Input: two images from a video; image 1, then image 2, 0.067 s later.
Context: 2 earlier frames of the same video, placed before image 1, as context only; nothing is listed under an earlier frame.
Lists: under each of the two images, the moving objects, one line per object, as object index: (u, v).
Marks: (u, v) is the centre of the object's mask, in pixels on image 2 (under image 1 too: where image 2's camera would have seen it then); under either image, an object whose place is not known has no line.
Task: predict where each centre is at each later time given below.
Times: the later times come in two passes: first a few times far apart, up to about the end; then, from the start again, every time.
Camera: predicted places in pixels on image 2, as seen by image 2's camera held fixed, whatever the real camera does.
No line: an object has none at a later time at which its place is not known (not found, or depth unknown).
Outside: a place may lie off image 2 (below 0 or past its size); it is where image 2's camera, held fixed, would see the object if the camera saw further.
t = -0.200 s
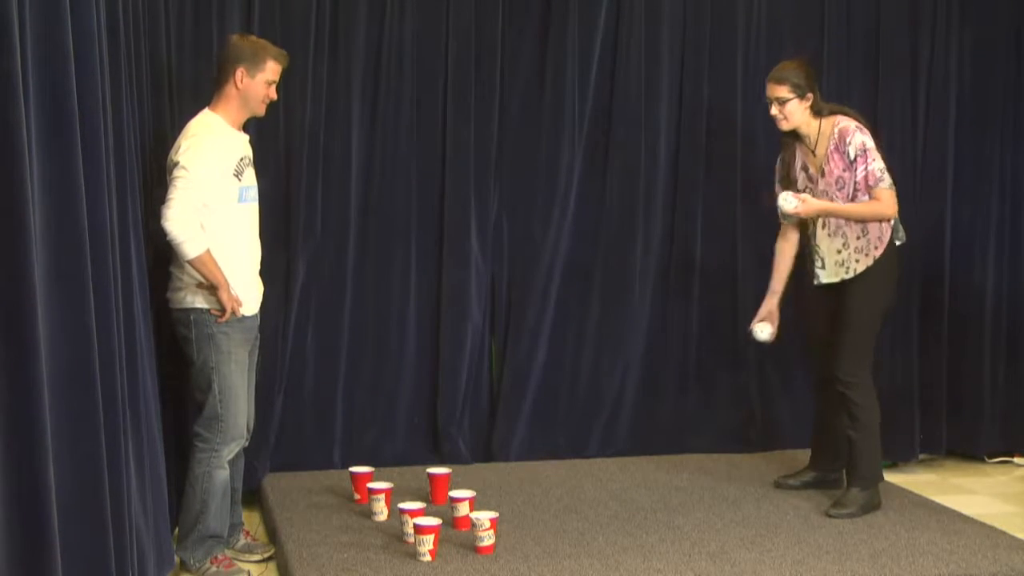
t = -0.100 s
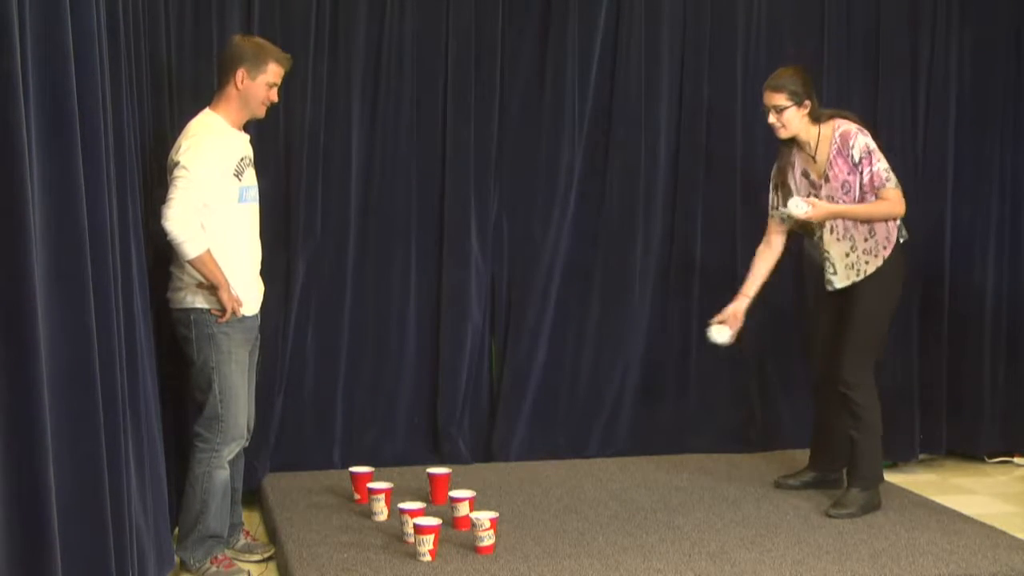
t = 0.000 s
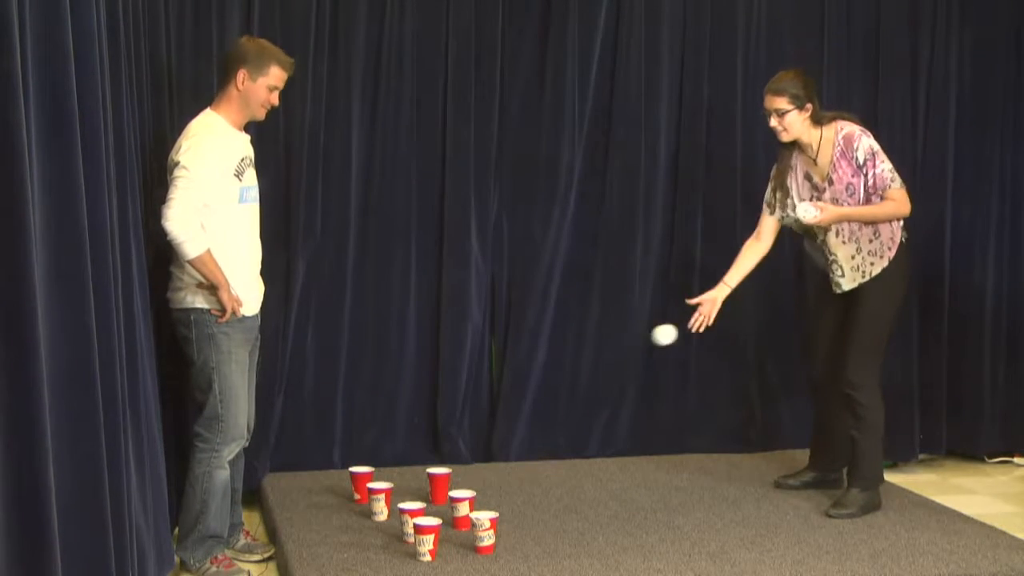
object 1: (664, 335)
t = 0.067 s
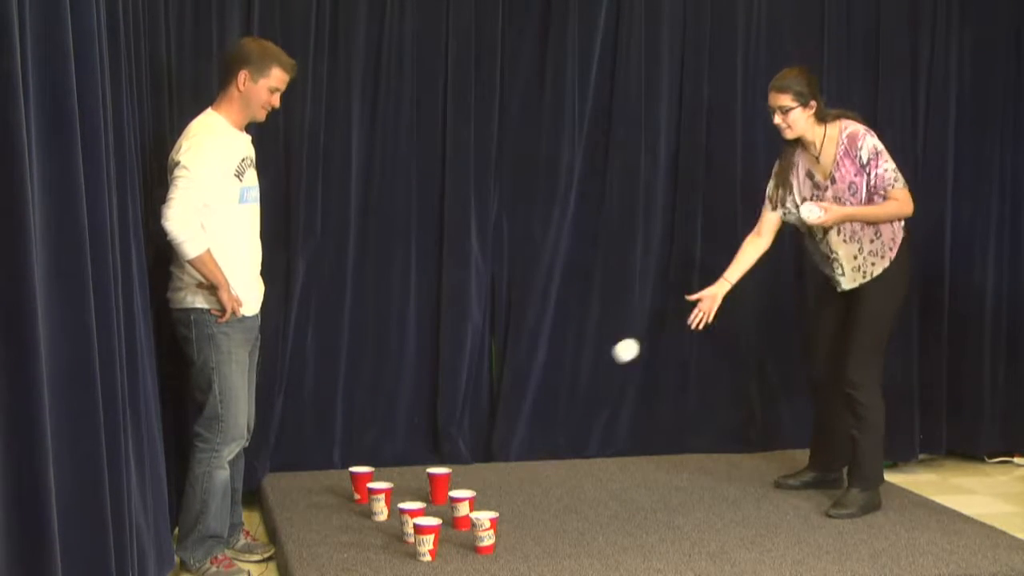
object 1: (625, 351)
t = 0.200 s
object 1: (543, 425)
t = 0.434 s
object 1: (402, 565)
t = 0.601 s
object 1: (329, 572)
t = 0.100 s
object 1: (606, 363)
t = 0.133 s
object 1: (586, 380)
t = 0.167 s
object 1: (564, 401)
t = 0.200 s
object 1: (543, 425)
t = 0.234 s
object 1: (522, 452)
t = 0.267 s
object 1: (501, 484)
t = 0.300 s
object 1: (481, 512)
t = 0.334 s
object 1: (459, 526)
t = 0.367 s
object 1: (441, 542)
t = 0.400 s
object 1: (419, 563)
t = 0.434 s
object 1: (402, 565)
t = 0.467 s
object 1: (388, 562)
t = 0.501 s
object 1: (373, 561)
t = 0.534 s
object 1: (359, 564)
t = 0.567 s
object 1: (344, 567)
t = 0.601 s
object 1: (329, 572)
